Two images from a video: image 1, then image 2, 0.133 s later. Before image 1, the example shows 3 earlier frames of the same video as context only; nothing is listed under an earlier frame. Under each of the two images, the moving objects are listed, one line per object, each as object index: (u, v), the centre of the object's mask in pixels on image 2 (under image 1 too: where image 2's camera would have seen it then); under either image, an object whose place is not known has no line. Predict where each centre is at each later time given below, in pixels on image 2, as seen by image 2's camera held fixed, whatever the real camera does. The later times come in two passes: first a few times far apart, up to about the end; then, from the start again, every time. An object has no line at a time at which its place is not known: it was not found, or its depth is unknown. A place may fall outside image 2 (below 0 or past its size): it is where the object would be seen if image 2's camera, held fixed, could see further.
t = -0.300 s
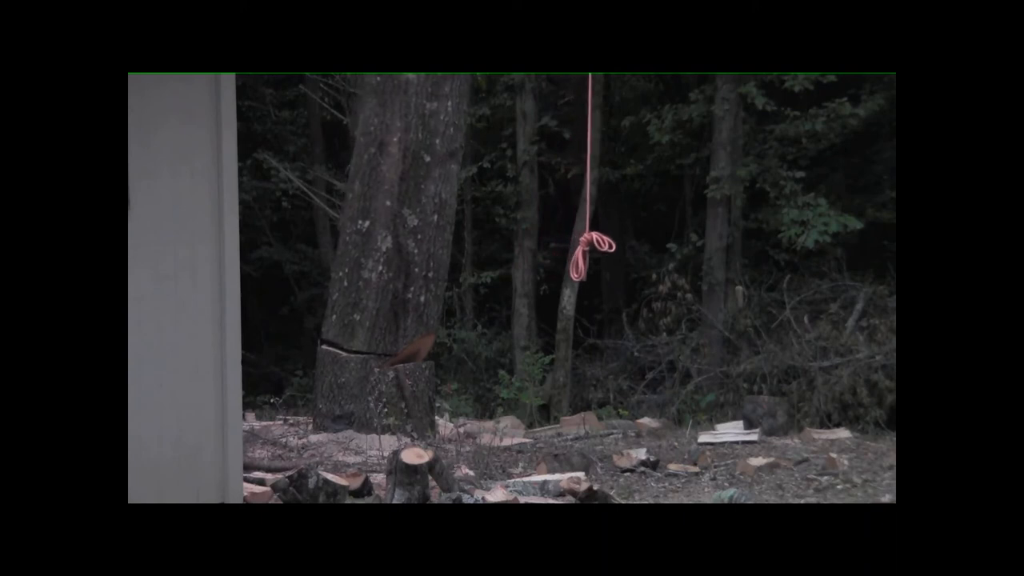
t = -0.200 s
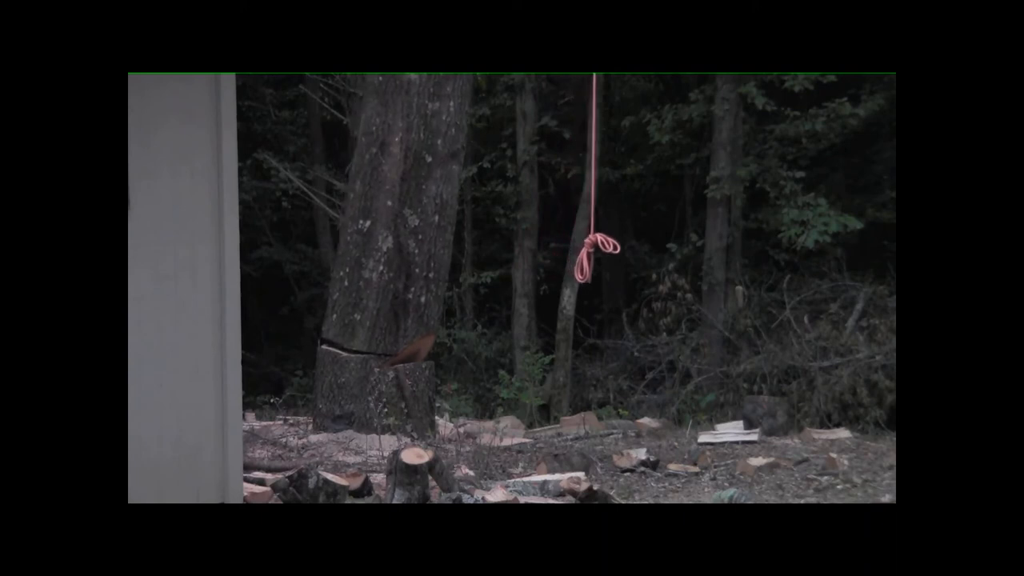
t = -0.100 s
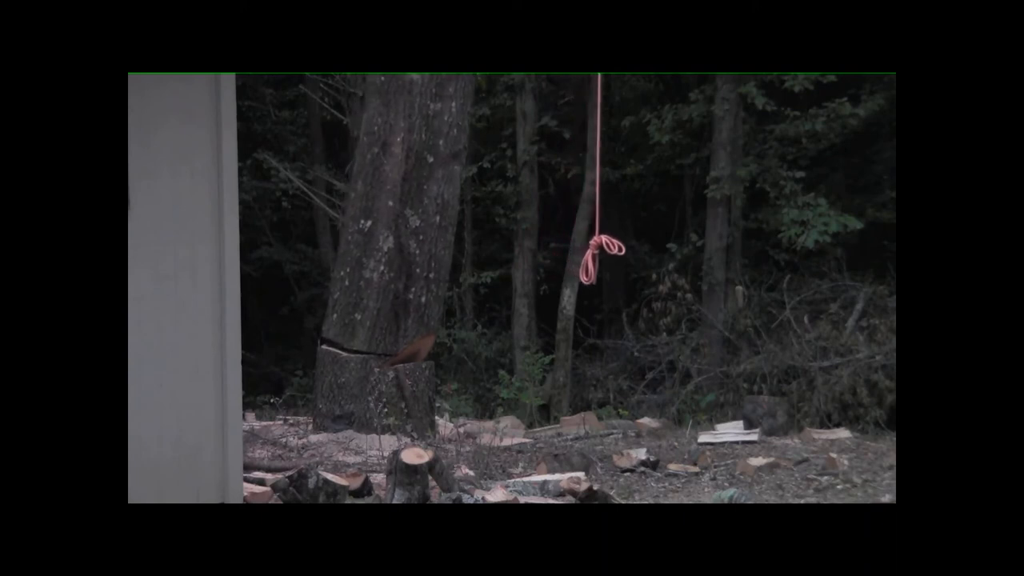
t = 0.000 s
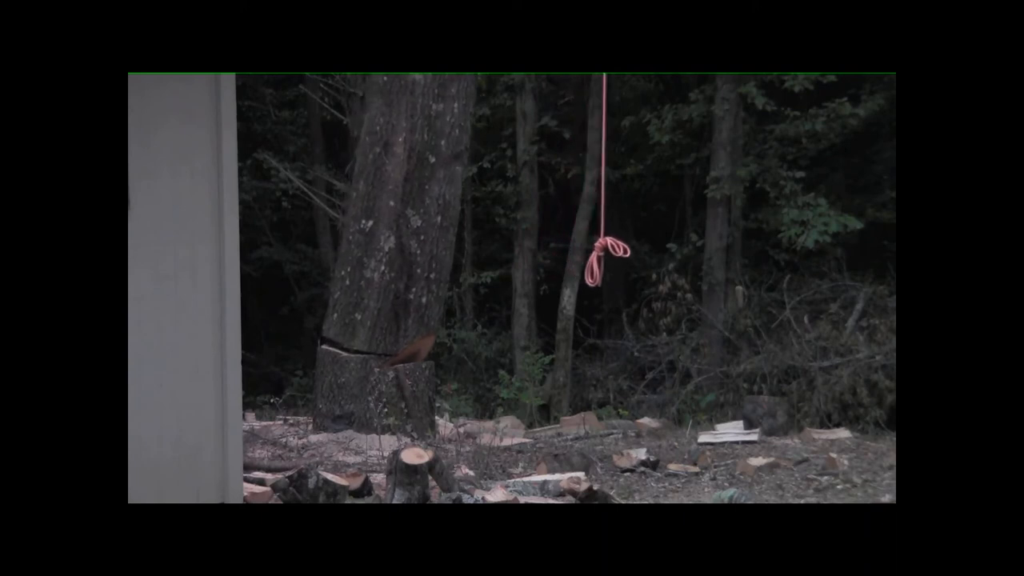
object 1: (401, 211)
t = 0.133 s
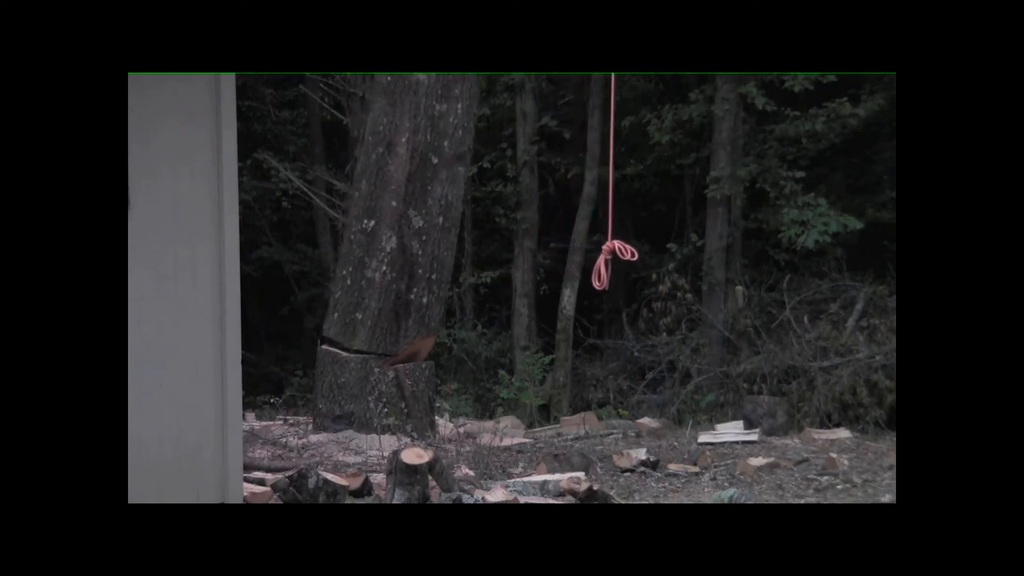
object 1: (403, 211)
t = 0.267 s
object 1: (405, 211)
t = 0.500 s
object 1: (411, 211)
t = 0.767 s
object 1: (418, 211)
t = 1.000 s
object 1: (427, 212)
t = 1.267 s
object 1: (440, 212)
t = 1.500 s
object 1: (454, 213)
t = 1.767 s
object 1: (478, 212)
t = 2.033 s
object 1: (510, 211)
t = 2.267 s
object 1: (555, 206)
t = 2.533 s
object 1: (651, 226)
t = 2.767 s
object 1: (687, 343)
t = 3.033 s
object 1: (693, 387)
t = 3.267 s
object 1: (696, 365)
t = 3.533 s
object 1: (696, 303)
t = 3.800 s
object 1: (681, 359)
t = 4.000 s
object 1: (686, 373)
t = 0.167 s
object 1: (404, 211)
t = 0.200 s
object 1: (404, 211)
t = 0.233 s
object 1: (405, 211)
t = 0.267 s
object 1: (405, 211)
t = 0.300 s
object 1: (406, 211)
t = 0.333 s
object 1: (407, 211)
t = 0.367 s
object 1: (408, 211)
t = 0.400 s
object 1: (408, 211)
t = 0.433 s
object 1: (409, 211)
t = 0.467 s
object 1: (410, 211)
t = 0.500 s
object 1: (411, 211)
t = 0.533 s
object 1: (413, 212)
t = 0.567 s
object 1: (413, 212)
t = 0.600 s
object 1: (414, 211)
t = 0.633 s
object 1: (415, 211)
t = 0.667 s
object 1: (415, 211)
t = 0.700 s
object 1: (416, 211)
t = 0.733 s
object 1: (417, 211)
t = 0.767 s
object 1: (418, 211)
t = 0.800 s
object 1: (419, 211)
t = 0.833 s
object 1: (420, 212)
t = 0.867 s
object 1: (422, 212)
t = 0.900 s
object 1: (423, 212)
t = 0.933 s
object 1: (424, 212)
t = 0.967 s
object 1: (426, 211)
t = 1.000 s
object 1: (427, 212)
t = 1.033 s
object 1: (429, 211)
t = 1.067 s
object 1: (430, 212)
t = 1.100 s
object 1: (432, 211)
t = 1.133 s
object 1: (433, 211)
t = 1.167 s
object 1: (435, 211)
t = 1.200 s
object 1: (437, 211)
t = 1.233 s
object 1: (439, 211)
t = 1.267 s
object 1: (440, 212)
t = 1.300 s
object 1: (442, 212)
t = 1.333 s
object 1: (443, 212)
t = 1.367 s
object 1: (445, 211)
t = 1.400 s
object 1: (448, 212)
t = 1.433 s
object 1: (449, 213)
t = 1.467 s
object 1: (451, 213)
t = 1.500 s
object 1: (454, 213)
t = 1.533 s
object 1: (456, 213)
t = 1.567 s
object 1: (459, 212)
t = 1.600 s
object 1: (463, 212)
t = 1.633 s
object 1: (465, 212)
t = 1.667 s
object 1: (468, 212)
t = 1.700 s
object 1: (471, 212)
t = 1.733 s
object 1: (474, 212)
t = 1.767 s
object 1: (478, 212)
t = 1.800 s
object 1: (481, 212)
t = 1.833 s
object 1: (484, 213)
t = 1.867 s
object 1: (488, 213)
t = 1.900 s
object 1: (491, 213)
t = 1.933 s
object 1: (495, 213)
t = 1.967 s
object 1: (500, 212)
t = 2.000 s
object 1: (505, 211)
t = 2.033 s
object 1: (510, 211)
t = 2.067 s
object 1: (514, 211)
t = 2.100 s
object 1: (520, 210)
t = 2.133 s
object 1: (526, 210)
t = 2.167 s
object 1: (533, 209)
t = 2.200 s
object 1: (539, 208)
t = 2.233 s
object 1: (547, 208)
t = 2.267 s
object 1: (555, 206)
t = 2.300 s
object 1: (561, 206)
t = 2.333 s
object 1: (571, 206)
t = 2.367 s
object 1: (582, 205)
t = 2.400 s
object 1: (595, 204)
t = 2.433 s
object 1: (614, 203)
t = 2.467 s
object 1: (630, 207)
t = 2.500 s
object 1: (643, 214)
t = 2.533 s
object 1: (651, 226)
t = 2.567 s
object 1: (663, 239)
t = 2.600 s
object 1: (671, 256)
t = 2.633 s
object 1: (674, 279)
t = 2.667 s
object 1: (681, 301)
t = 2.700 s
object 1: (685, 323)
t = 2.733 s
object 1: (687, 336)
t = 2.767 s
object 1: (687, 343)
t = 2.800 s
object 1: (687, 349)
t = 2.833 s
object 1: (688, 355)
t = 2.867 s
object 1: (687, 361)
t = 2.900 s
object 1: (689, 366)
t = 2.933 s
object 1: (690, 371)
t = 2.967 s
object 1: (690, 377)
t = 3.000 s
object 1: (692, 382)
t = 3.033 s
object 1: (693, 387)
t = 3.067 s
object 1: (694, 392)
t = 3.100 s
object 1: (696, 397)
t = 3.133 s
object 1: (695, 399)
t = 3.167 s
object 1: (693, 395)
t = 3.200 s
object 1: (695, 387)
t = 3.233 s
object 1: (694, 376)
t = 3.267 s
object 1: (696, 365)
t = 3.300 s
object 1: (697, 352)
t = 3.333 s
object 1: (697, 338)
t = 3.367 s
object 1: (697, 327)
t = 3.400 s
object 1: (697, 318)
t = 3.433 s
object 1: (697, 310)
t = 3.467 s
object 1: (696, 305)
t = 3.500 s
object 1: (696, 303)
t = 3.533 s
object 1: (696, 303)
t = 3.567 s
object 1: (695, 304)
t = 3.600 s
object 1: (693, 308)
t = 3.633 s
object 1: (693, 313)
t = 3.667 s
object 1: (690, 319)
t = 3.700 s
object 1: (686, 328)
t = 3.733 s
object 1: (684, 338)
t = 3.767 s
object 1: (683, 348)
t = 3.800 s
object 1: (681, 359)
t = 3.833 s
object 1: (680, 367)
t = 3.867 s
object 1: (682, 373)
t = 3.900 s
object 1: (681, 372)
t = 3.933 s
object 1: (683, 372)
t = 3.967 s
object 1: (684, 372)
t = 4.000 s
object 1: (686, 373)
